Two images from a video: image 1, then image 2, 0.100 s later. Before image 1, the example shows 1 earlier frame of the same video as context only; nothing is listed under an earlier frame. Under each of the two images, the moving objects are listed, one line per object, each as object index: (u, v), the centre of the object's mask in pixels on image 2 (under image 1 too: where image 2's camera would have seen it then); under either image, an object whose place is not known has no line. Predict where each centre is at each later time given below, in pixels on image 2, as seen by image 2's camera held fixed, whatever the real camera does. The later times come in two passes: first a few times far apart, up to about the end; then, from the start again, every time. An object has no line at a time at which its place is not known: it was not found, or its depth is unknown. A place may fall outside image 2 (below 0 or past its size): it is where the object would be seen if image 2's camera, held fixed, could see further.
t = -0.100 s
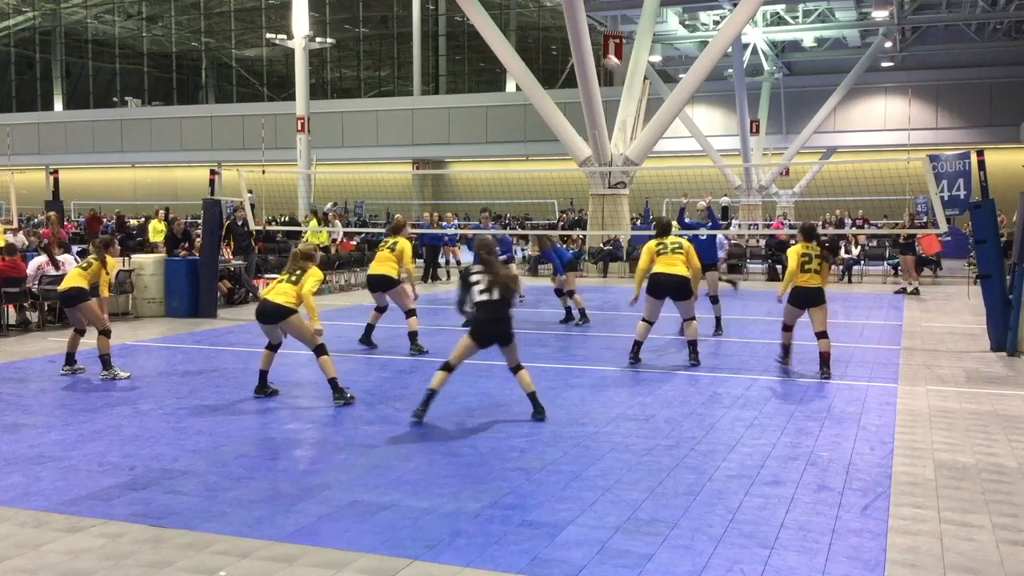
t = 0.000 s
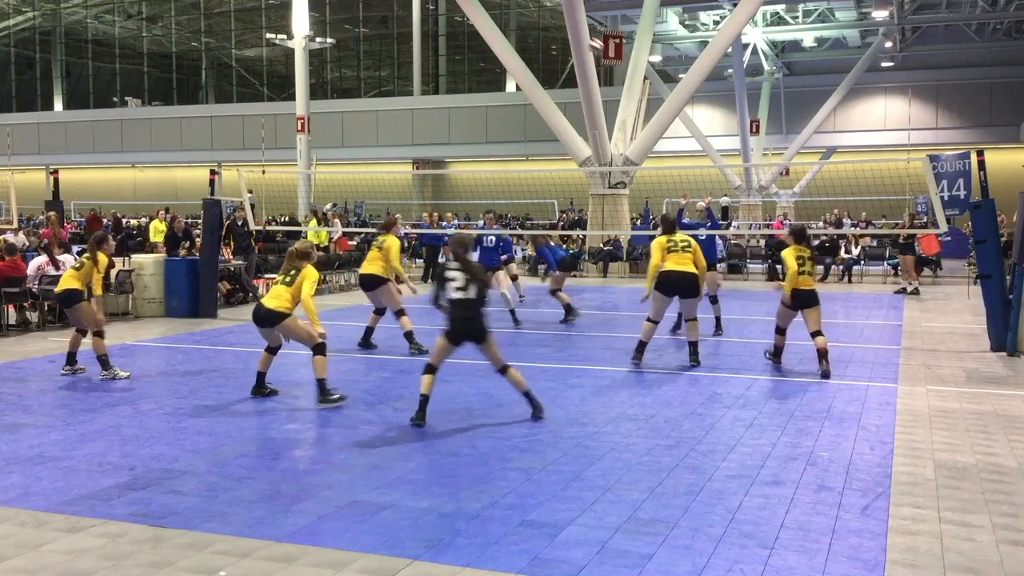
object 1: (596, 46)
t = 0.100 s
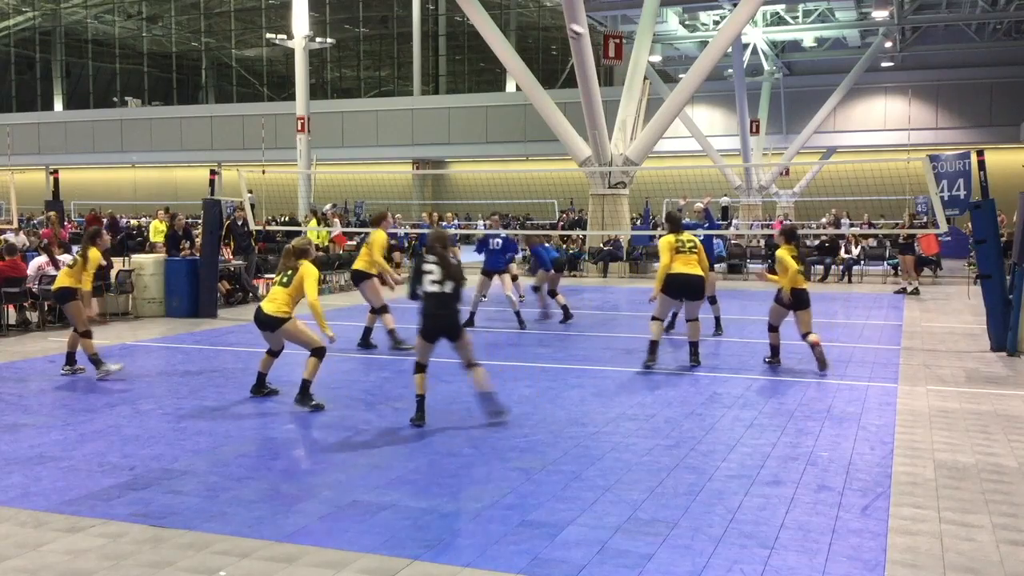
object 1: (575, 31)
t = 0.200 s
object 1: (554, 22)
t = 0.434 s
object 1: (491, 31)
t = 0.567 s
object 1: (441, 65)
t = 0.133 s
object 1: (567, 27)
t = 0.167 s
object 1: (560, 25)
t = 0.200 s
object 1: (554, 22)
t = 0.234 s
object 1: (547, 21)
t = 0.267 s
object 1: (539, 20)
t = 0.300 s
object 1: (529, 20)
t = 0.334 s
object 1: (520, 21)
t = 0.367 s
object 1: (509, 23)
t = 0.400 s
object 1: (501, 26)
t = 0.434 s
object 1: (491, 31)
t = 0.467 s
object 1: (476, 38)
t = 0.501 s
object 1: (466, 45)
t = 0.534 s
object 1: (455, 54)
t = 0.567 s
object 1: (441, 65)
